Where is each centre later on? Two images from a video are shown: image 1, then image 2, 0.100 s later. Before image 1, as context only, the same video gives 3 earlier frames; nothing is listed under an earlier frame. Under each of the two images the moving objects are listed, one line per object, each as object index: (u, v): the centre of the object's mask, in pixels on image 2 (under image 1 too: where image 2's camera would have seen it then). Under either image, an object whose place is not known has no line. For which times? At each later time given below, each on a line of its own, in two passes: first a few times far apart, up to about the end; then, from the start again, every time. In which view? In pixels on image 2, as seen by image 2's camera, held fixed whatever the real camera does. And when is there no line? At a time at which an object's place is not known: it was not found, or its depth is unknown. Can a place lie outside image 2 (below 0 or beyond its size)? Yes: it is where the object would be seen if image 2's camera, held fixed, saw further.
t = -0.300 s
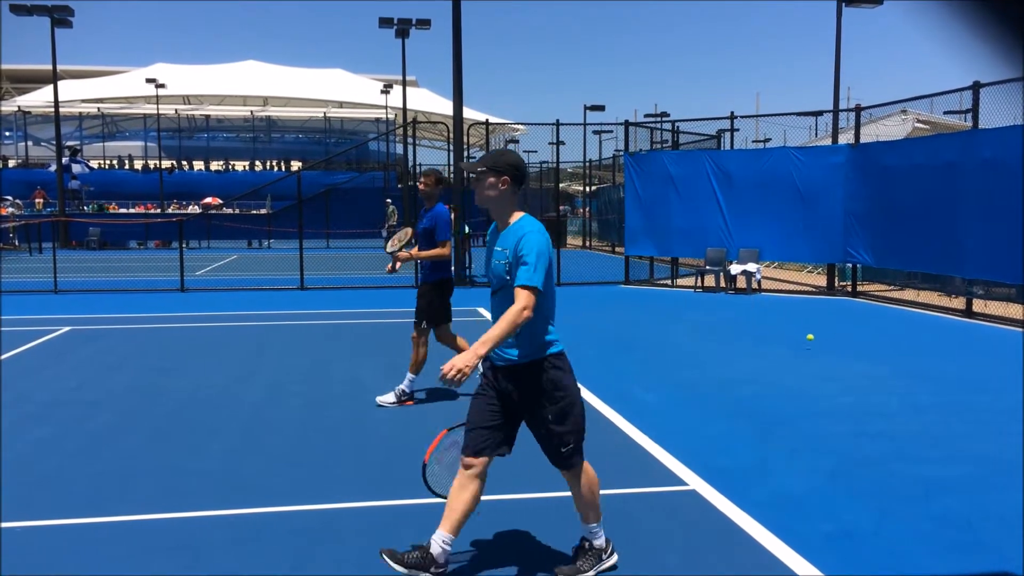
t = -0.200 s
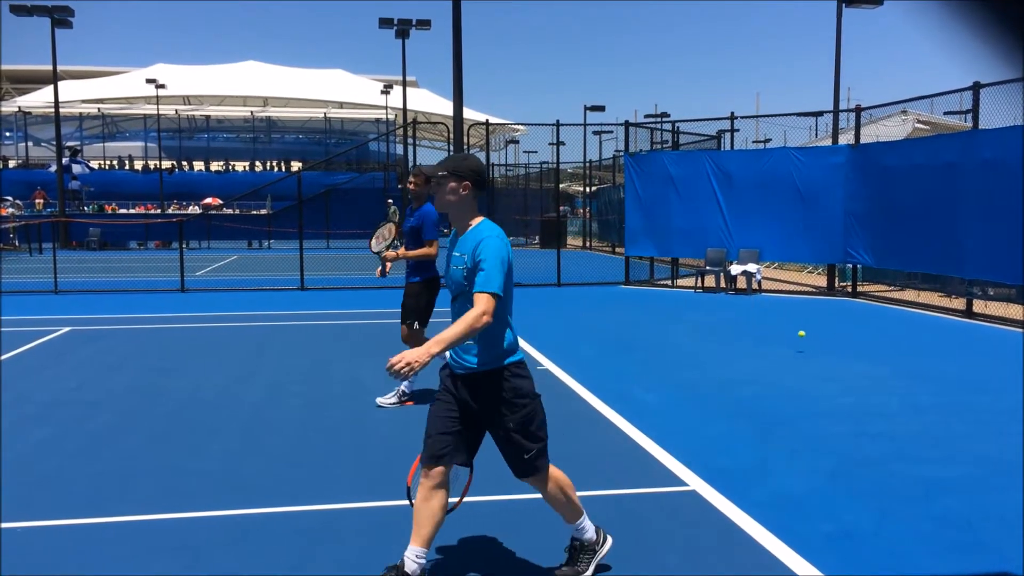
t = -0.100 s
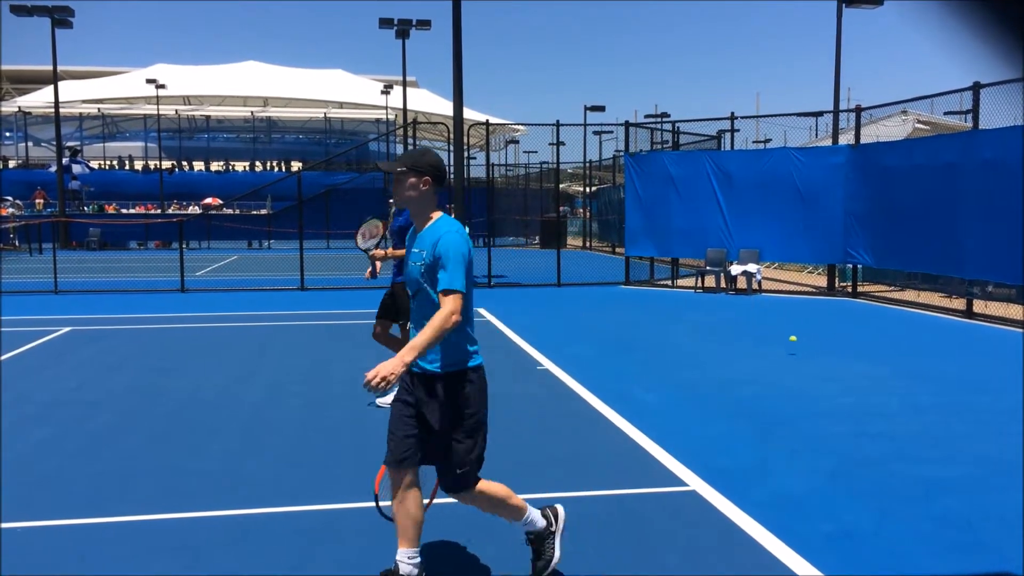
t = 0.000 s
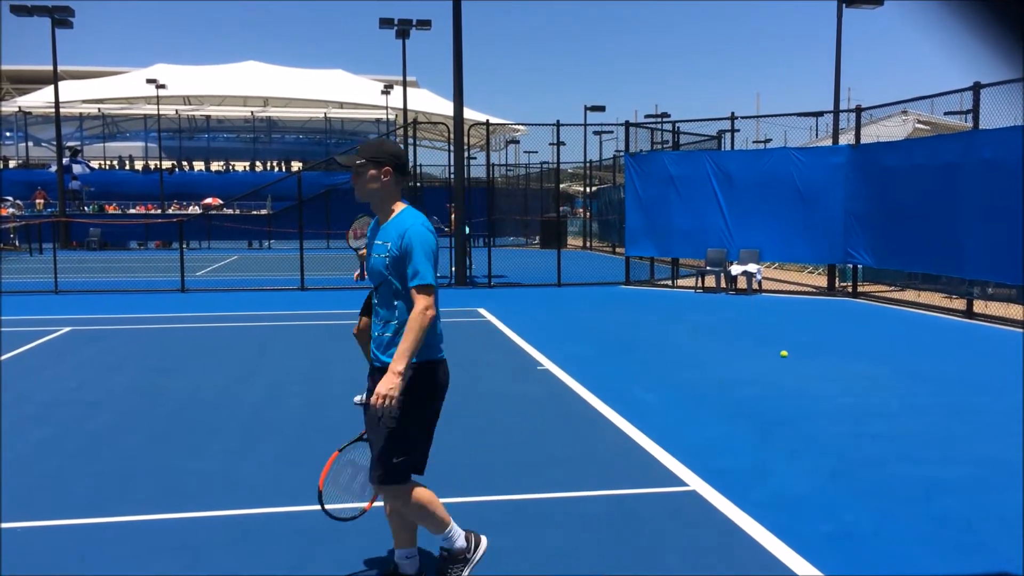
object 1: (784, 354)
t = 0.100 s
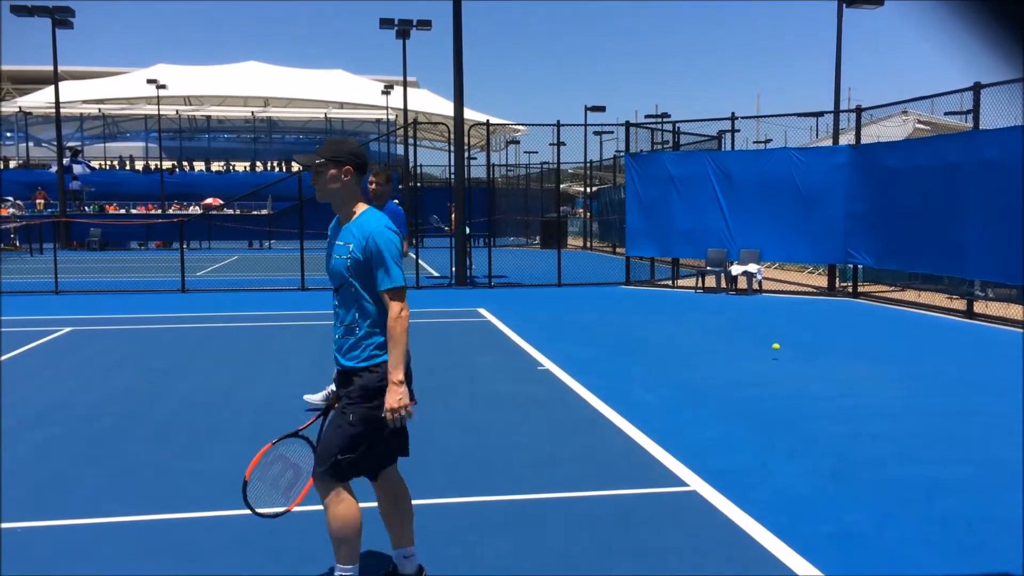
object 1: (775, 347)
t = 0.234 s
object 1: (764, 351)
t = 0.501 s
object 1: (742, 360)
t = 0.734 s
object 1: (723, 370)
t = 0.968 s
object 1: (704, 378)
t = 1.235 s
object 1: (683, 387)
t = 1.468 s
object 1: (663, 395)
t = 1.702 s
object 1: (642, 403)
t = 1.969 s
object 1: (618, 412)
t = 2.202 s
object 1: (597, 421)
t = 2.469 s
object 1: (571, 431)
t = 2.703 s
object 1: (547, 440)
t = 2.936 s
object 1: (523, 450)
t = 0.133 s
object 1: (773, 346)
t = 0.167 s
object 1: (770, 347)
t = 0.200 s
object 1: (767, 348)
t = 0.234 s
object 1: (764, 351)
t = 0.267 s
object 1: (761, 355)
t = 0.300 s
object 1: (758, 361)
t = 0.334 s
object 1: (756, 359)
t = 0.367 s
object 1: (753, 358)
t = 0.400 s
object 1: (750, 356)
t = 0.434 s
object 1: (747, 357)
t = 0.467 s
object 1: (745, 358)
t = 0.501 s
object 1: (742, 360)
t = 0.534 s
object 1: (739, 364)
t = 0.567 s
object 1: (736, 368)
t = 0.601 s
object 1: (733, 366)
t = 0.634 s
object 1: (731, 365)
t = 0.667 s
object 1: (728, 366)
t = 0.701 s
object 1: (726, 367)
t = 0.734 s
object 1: (723, 370)
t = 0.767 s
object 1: (720, 373)
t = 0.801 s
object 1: (717, 373)
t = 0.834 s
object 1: (715, 372)
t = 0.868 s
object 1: (712, 373)
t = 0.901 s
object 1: (710, 375)
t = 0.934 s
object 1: (707, 377)
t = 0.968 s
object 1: (704, 378)
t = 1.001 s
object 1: (701, 378)
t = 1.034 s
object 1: (699, 379)
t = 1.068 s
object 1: (696, 381)
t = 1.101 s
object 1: (693, 382)
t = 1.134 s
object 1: (691, 383)
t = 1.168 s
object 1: (688, 384)
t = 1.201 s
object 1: (685, 386)
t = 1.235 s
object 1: (683, 387)
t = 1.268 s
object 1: (680, 388)
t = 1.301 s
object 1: (677, 389)
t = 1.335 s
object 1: (674, 390)
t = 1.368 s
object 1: (671, 391)
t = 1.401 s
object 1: (668, 393)
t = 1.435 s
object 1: (666, 394)
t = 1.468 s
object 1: (663, 395)
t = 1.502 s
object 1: (660, 396)
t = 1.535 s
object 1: (657, 397)
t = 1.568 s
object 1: (654, 398)
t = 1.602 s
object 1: (651, 399)
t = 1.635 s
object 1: (648, 400)
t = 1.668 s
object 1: (645, 402)
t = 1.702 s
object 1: (642, 403)
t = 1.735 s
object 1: (639, 404)
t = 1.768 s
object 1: (636, 405)
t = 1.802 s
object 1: (633, 406)
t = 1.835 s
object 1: (630, 407)
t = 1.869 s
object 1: (627, 409)
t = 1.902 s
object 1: (624, 410)
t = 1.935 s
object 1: (621, 411)
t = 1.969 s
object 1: (618, 412)
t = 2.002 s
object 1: (615, 413)
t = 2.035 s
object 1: (612, 414)
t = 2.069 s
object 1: (609, 416)
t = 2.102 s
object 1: (605, 417)
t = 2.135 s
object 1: (602, 419)
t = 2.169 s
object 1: (599, 420)
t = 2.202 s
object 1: (597, 421)
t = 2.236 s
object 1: (593, 422)
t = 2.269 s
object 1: (590, 423)
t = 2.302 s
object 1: (587, 425)
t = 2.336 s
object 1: (585, 426)
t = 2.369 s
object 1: (581, 427)
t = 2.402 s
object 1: (578, 429)
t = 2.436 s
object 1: (575, 430)
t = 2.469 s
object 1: (571, 431)
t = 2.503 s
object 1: (568, 433)
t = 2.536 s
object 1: (565, 434)
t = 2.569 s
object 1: (561, 435)
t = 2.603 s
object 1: (558, 436)
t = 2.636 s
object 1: (554, 438)
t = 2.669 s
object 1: (551, 439)
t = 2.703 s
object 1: (547, 440)
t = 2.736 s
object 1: (544, 442)
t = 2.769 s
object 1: (541, 443)
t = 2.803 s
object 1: (537, 445)
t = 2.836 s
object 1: (534, 446)
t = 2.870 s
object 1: (530, 447)
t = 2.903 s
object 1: (527, 448)
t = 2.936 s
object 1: (523, 450)
